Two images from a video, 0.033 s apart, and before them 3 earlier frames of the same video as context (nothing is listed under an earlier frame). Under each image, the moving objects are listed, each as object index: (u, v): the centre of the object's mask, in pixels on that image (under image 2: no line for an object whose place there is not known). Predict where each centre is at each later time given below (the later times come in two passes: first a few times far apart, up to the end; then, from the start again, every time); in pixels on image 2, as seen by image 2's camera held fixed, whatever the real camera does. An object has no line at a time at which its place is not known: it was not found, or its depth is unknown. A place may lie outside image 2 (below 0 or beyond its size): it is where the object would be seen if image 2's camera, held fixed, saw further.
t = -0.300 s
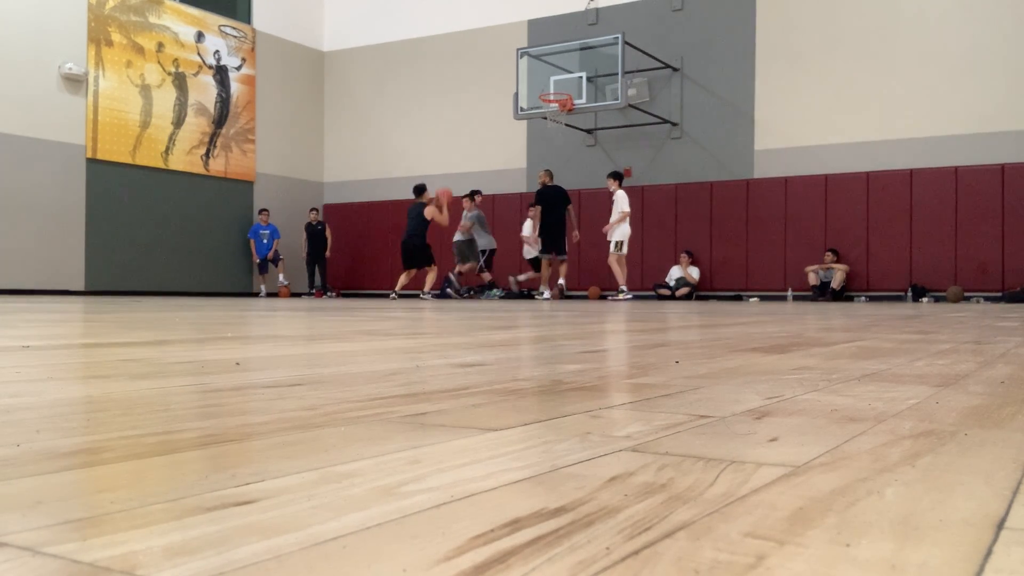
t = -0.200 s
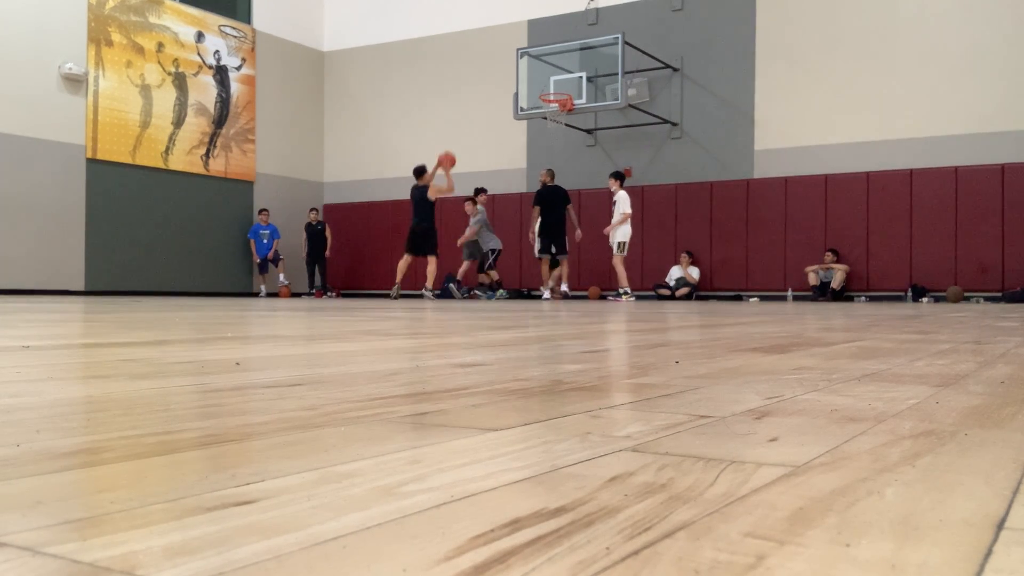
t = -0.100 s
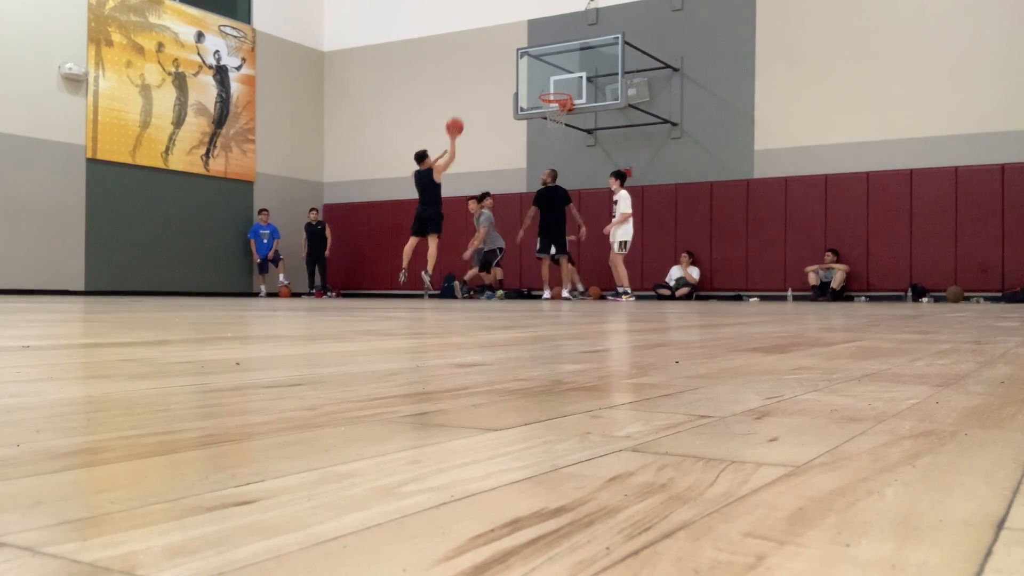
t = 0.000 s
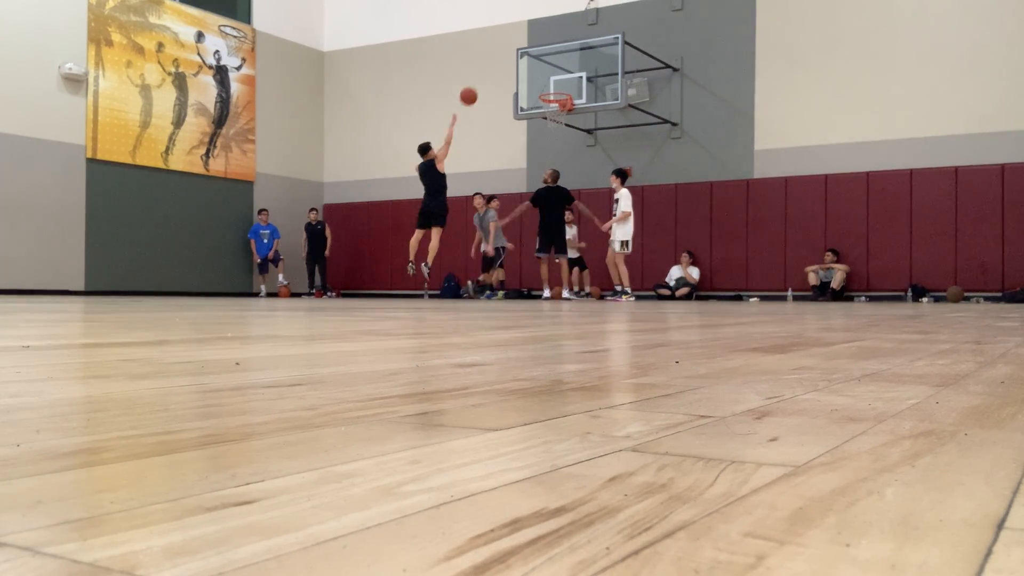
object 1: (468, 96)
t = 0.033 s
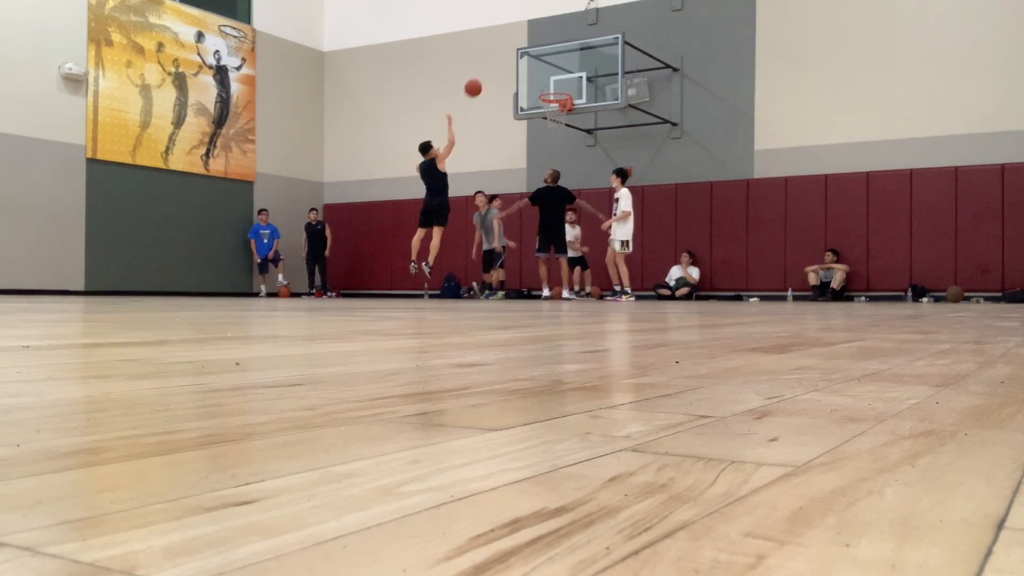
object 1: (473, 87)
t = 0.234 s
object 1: (499, 57)
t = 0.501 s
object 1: (531, 59)
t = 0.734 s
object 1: (555, 90)
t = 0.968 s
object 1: (549, 76)
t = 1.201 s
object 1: (545, 86)
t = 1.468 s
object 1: (557, 100)
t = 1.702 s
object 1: (564, 139)
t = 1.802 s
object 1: (565, 162)
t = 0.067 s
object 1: (477, 80)
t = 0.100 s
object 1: (482, 74)
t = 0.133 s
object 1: (486, 68)
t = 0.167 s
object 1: (491, 64)
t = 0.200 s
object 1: (495, 60)
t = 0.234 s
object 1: (499, 57)
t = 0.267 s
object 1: (503, 54)
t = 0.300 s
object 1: (507, 53)
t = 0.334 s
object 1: (511, 52)
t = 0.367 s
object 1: (516, 52)
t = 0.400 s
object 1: (520, 53)
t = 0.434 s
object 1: (523, 54)
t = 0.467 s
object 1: (527, 56)
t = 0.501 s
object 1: (531, 59)
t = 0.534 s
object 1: (535, 63)
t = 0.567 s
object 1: (539, 67)
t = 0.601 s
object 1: (542, 72)
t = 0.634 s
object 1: (545, 78)
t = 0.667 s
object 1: (549, 84)
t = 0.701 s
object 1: (552, 91)
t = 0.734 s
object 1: (555, 90)
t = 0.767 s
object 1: (556, 86)
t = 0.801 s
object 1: (555, 83)
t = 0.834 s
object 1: (554, 80)
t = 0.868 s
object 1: (553, 78)
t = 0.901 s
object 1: (551, 77)
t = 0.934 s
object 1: (550, 76)
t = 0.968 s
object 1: (549, 76)
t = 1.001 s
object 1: (548, 77)
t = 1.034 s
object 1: (547, 79)
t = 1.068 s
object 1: (545, 81)
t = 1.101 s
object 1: (544, 84)
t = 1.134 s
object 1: (543, 87)
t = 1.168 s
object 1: (544, 86)
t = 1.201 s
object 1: (545, 86)
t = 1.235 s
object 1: (547, 85)
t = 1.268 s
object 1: (548, 85)
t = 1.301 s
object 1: (550, 86)
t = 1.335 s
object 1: (552, 87)
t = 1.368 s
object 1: (553, 90)
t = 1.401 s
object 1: (554, 94)
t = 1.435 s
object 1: (556, 96)
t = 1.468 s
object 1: (557, 100)
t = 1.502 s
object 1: (560, 105)
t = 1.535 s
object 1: (563, 108)
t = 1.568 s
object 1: (564, 110)
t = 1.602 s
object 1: (563, 121)
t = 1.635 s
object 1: (563, 128)
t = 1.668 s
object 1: (563, 133)
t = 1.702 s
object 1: (564, 139)
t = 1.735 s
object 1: (564, 146)
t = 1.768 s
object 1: (564, 154)
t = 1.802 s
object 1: (565, 162)
